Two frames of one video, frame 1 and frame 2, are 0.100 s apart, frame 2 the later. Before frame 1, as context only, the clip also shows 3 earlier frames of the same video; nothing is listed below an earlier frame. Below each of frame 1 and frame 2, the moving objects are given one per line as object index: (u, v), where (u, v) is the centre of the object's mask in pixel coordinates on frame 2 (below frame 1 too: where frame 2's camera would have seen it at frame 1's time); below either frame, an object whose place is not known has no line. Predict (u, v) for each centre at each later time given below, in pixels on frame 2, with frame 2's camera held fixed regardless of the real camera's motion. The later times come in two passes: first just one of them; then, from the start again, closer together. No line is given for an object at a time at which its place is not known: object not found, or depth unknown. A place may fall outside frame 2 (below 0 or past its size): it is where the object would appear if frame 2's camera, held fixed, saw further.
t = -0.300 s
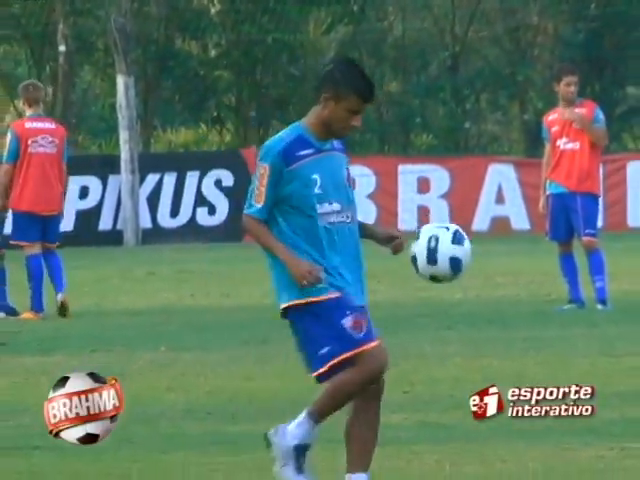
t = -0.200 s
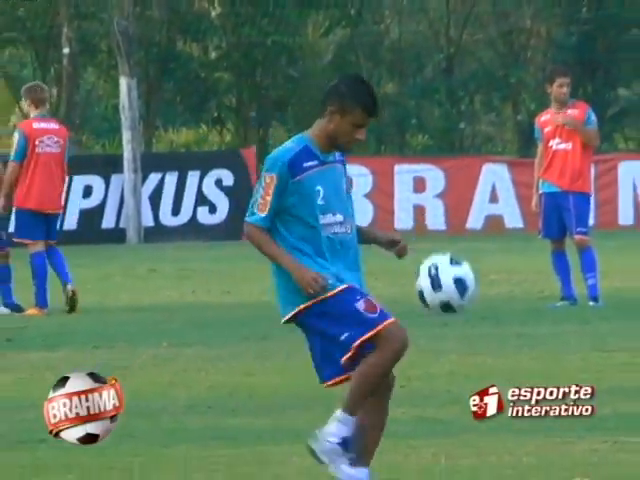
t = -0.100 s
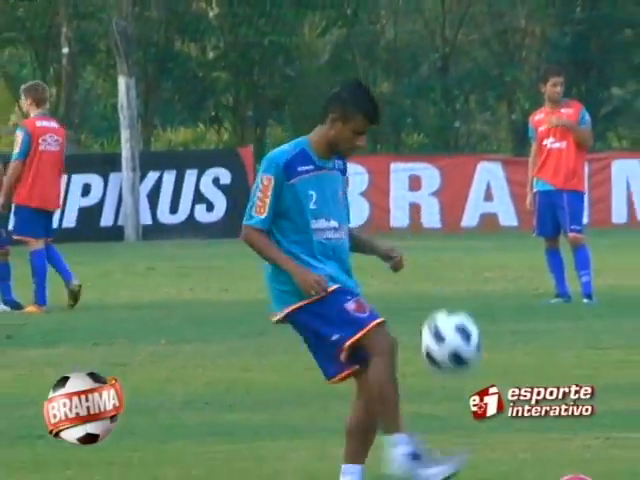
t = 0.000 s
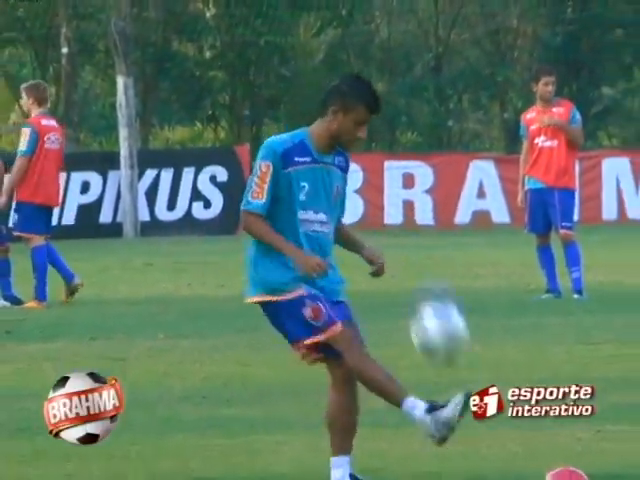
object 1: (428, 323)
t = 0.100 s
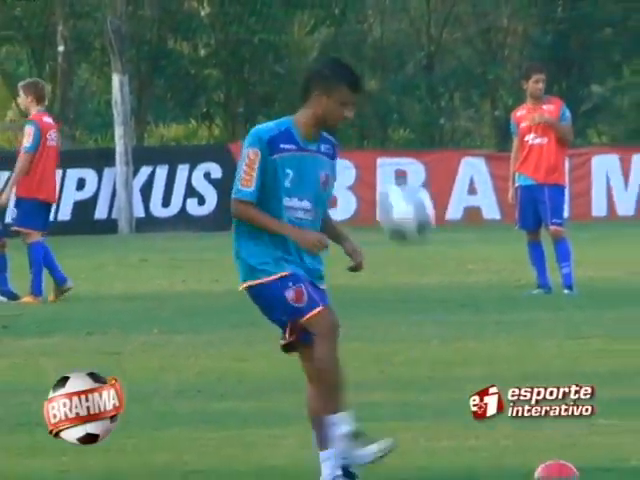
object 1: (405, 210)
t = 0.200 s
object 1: (385, 120)
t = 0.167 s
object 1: (392, 148)
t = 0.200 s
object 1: (385, 120)
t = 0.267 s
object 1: (368, 73)
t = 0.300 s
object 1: (362, 52)
